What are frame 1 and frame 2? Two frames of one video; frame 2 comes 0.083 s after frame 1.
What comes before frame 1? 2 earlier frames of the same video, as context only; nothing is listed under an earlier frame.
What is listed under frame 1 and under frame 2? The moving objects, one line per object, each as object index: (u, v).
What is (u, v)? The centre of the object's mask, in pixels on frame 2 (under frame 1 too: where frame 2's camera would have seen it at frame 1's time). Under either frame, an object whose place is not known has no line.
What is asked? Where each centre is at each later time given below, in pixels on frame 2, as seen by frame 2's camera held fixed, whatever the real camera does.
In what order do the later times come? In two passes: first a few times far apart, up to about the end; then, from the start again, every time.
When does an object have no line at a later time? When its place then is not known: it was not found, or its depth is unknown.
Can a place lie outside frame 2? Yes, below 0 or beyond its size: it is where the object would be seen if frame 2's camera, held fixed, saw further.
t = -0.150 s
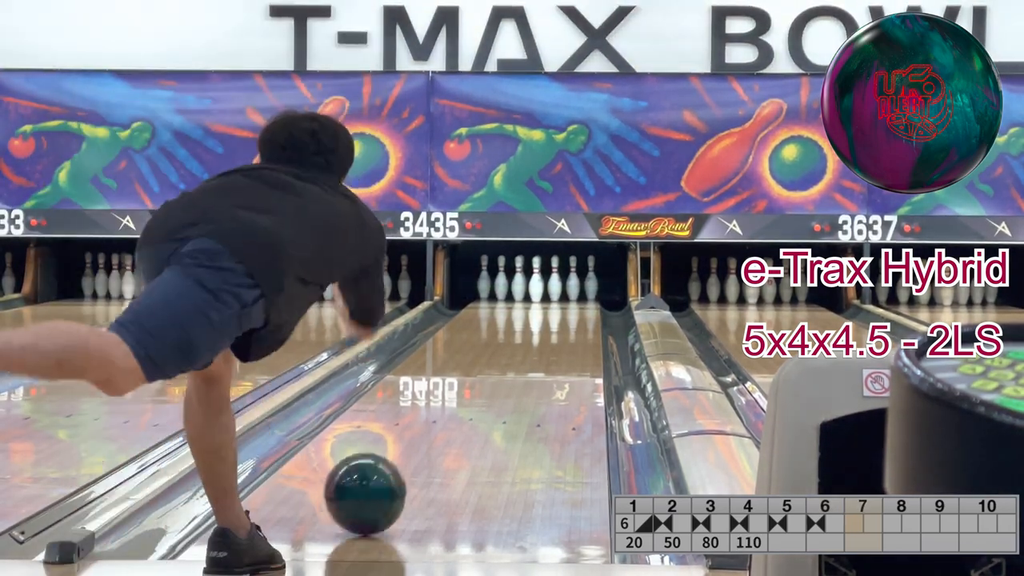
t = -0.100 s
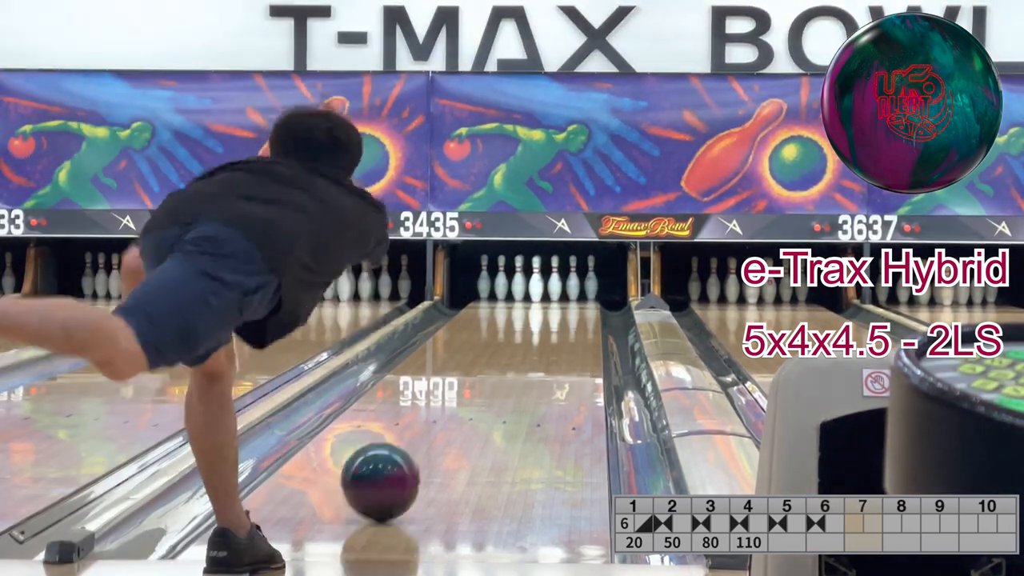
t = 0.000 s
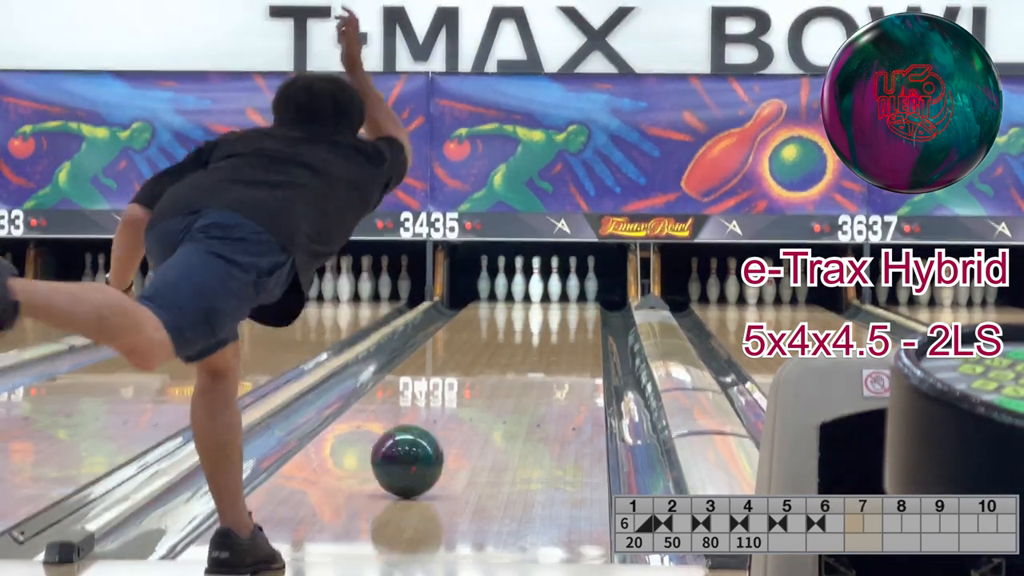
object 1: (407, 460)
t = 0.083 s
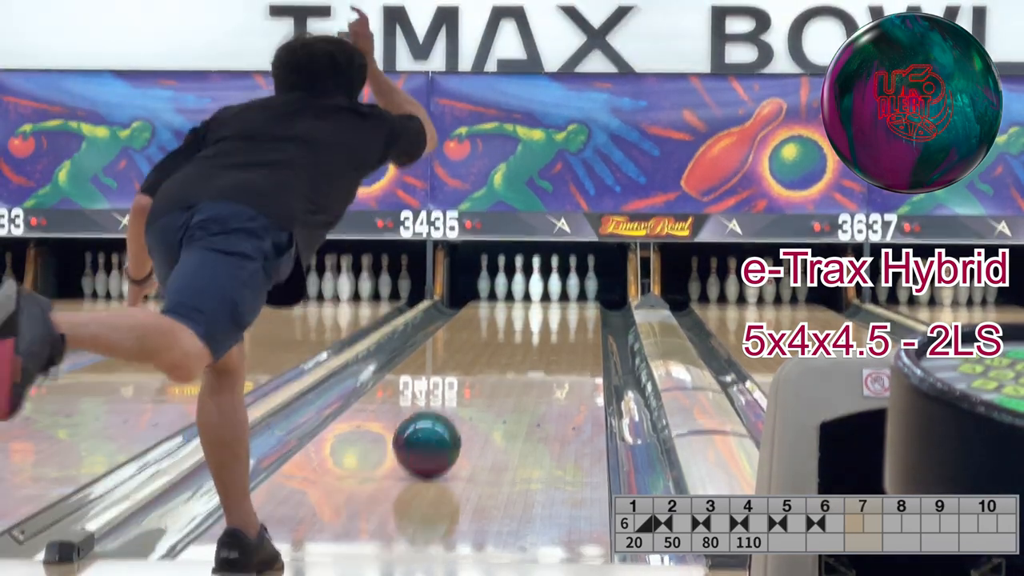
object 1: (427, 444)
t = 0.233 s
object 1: (456, 420)
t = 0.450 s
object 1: (489, 392)
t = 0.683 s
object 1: (515, 369)
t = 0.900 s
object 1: (534, 353)
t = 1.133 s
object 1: (550, 338)
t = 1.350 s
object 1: (561, 328)
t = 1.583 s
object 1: (569, 317)
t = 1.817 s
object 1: (573, 309)
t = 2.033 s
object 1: (570, 302)
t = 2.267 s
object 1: (561, 295)
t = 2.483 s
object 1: (550, 291)
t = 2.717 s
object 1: (546, 288)
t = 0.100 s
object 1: (430, 441)
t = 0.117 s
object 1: (434, 438)
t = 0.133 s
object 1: (437, 436)
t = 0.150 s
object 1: (441, 433)
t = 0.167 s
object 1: (444, 430)
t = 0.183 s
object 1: (447, 427)
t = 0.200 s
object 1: (450, 425)
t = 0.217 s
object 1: (453, 422)
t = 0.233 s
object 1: (456, 420)
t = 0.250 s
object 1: (459, 418)
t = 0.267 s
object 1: (462, 415)
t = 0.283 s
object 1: (464, 413)
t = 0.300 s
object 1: (467, 411)
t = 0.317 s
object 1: (470, 408)
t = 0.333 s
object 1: (472, 406)
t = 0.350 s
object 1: (475, 404)
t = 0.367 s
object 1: (477, 402)
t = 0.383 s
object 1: (479, 400)
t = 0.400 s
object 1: (482, 398)
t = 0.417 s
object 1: (484, 396)
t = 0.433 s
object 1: (486, 394)
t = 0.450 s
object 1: (489, 392)
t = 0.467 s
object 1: (491, 390)
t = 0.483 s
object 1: (493, 388)
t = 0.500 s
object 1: (495, 387)
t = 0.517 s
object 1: (497, 385)
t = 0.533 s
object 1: (499, 383)
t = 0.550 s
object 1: (501, 381)
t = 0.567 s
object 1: (503, 380)
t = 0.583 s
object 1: (505, 379)
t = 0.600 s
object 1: (506, 377)
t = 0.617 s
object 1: (508, 375)
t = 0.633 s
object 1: (510, 374)
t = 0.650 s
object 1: (512, 372)
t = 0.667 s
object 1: (514, 371)
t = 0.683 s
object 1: (515, 369)
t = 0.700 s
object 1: (517, 368)
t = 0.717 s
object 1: (518, 367)
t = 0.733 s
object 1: (520, 365)
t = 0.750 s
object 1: (521, 364)
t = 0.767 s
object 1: (523, 363)
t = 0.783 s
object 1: (524, 361)
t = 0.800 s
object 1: (526, 360)
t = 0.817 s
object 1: (527, 359)
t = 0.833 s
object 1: (529, 357)
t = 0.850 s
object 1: (530, 356)
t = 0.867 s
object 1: (532, 355)
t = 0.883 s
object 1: (533, 354)
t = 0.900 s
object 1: (534, 353)
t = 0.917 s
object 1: (535, 352)
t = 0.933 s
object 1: (537, 351)
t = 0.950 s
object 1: (538, 349)
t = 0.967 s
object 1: (539, 348)
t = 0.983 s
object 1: (540, 347)
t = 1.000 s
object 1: (541, 346)
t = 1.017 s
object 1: (543, 345)
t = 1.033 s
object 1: (544, 344)
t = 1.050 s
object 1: (545, 343)
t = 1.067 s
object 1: (546, 342)
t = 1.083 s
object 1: (547, 341)
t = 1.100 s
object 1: (548, 340)
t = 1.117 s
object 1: (549, 339)
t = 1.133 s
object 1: (550, 338)
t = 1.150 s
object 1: (551, 338)
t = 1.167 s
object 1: (552, 337)
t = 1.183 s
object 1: (552, 336)
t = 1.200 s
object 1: (554, 335)
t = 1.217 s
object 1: (555, 334)
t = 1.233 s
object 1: (556, 333)
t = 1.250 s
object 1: (556, 332)
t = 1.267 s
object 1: (557, 332)
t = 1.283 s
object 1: (558, 331)
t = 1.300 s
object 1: (559, 330)
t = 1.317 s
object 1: (560, 329)
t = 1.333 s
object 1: (560, 329)
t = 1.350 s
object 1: (561, 328)
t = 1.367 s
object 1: (562, 327)
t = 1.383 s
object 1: (563, 326)
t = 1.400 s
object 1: (563, 325)
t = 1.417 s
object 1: (564, 324)
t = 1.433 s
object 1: (564, 324)
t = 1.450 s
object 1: (565, 323)
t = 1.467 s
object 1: (566, 322)
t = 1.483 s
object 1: (566, 321)
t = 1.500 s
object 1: (566, 320)
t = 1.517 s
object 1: (567, 320)
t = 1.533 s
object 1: (568, 319)
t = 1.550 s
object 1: (568, 318)
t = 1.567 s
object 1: (569, 317)
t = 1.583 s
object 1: (569, 317)
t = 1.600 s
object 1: (570, 316)
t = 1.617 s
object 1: (570, 316)
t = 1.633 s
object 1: (571, 315)
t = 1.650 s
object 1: (571, 314)
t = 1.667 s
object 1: (571, 313)
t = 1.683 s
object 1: (572, 313)
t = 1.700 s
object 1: (572, 312)
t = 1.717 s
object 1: (572, 312)
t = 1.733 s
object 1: (573, 311)
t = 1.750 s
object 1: (573, 311)
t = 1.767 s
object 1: (573, 310)
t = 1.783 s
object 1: (573, 310)
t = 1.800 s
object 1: (573, 309)
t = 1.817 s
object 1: (573, 309)
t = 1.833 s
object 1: (573, 308)
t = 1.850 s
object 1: (573, 307)
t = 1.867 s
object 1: (573, 307)
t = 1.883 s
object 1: (573, 306)
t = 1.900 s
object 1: (573, 306)
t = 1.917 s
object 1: (573, 305)
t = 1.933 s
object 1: (573, 305)
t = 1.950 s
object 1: (572, 304)
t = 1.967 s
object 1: (572, 304)
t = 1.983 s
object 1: (572, 303)
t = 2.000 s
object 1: (571, 303)
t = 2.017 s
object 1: (571, 302)
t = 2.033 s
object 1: (570, 302)
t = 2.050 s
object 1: (570, 302)
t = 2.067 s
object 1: (569, 301)
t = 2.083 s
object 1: (569, 301)
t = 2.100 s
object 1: (568, 300)
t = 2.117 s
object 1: (568, 300)
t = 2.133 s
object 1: (567, 299)
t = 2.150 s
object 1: (566, 299)
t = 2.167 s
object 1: (565, 298)
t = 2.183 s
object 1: (565, 297)
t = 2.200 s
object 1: (564, 297)
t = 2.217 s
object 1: (564, 297)
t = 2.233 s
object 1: (563, 296)
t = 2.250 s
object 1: (562, 296)
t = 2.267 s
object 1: (561, 295)
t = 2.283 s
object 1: (560, 295)
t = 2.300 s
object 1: (559, 295)
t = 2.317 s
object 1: (559, 295)
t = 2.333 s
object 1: (558, 294)
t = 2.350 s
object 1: (557, 294)
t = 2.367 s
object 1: (556, 293)
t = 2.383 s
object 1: (555, 293)
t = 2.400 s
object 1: (554, 293)
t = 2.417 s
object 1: (553, 292)
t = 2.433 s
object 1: (553, 292)
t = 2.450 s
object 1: (552, 292)
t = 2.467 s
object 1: (551, 291)
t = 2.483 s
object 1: (550, 291)
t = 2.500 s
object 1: (549, 290)
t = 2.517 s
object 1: (549, 290)
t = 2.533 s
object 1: (548, 290)
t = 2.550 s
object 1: (547, 289)
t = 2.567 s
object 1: (546, 289)
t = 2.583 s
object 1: (546, 289)
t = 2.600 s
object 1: (546, 289)
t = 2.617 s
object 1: (547, 289)
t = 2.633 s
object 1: (547, 289)
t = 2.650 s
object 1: (547, 288)
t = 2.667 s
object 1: (547, 288)
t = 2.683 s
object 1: (546, 288)
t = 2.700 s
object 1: (546, 288)
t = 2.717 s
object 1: (546, 288)
